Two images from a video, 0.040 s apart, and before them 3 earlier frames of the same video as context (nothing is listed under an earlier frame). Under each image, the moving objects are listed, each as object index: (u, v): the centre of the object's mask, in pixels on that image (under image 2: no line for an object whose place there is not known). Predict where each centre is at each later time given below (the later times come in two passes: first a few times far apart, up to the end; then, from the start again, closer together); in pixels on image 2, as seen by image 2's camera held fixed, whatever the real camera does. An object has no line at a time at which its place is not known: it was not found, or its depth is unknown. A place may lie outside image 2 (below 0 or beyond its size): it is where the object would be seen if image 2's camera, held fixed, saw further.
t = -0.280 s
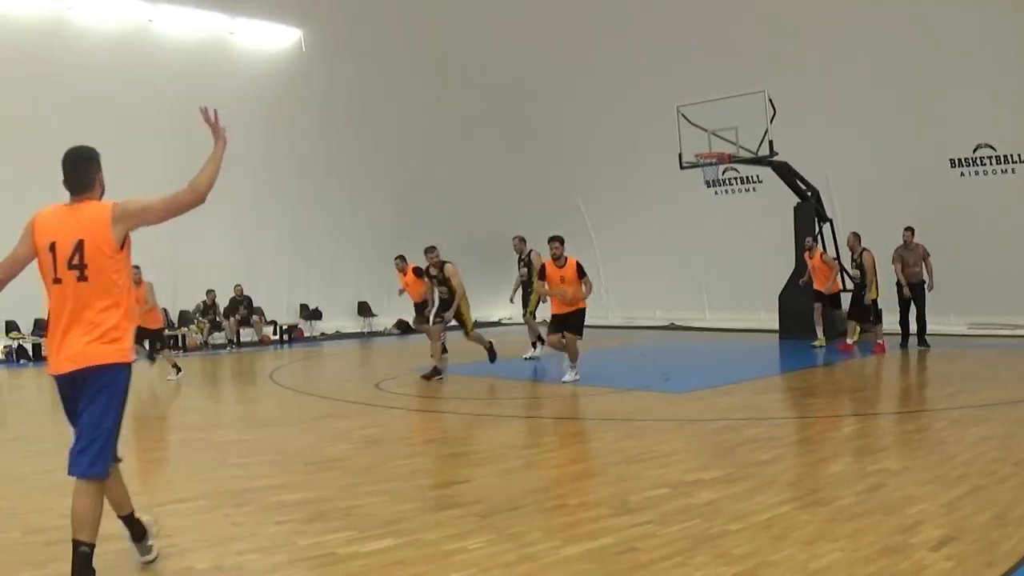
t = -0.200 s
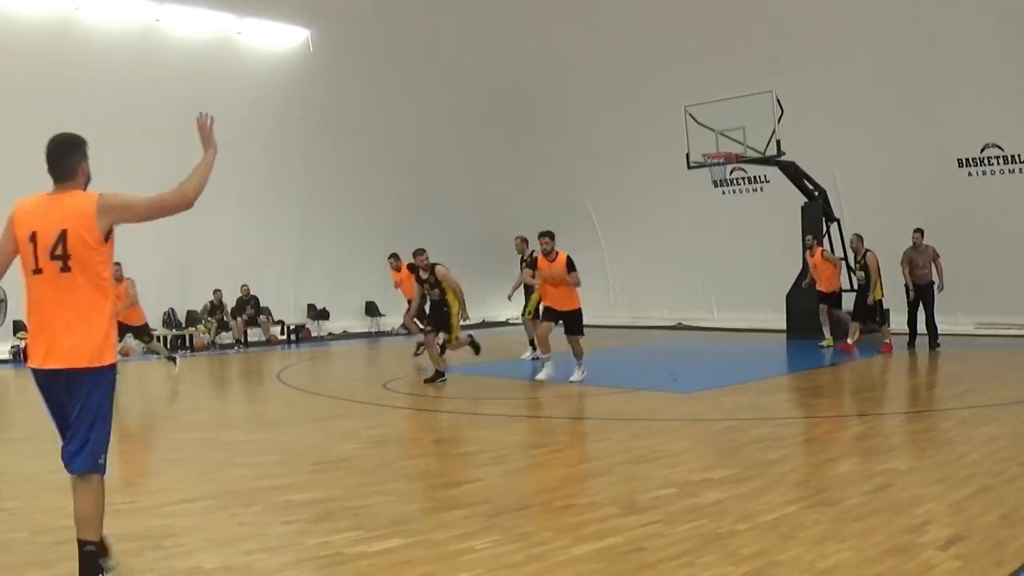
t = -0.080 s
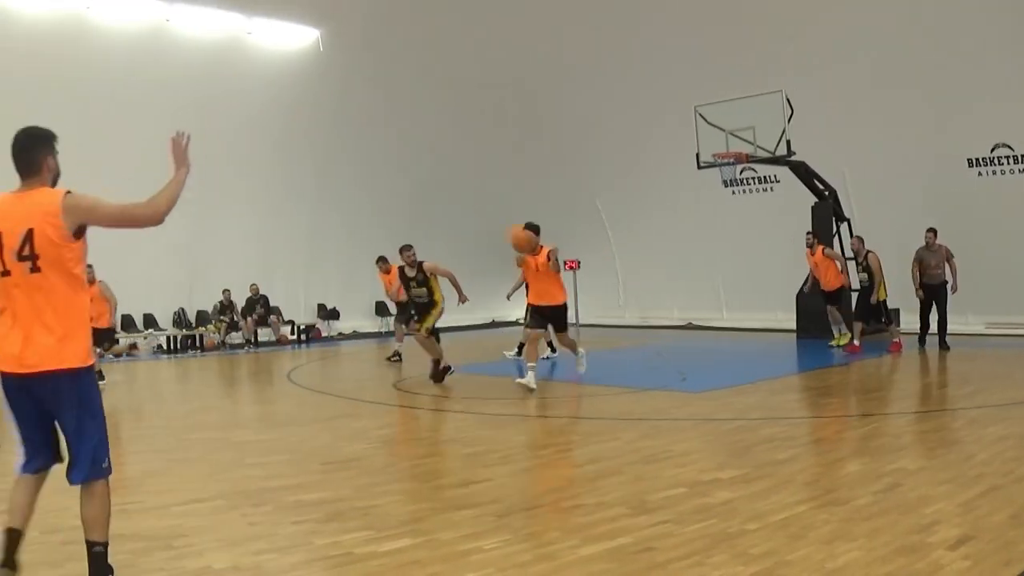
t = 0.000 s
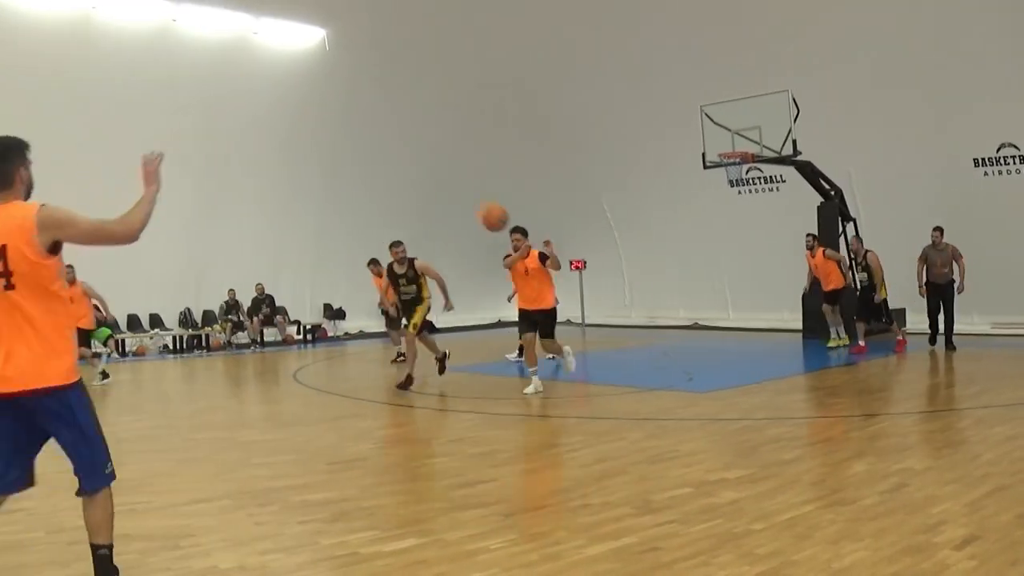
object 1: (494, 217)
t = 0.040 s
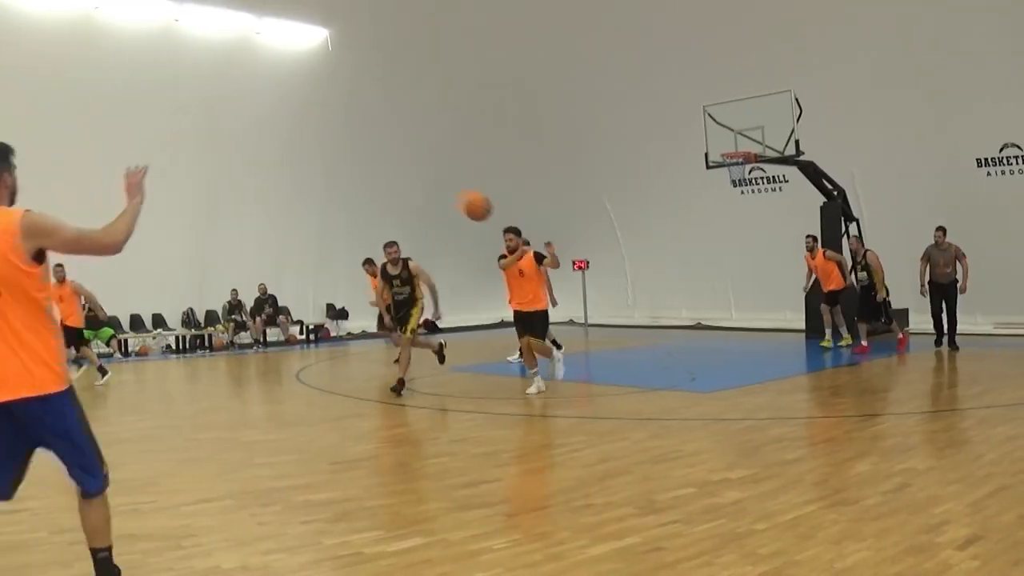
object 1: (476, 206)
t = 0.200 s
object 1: (375, 170)
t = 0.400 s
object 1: (160, 154)
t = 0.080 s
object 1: (455, 195)
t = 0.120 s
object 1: (431, 186)
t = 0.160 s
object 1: (405, 178)
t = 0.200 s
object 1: (375, 170)
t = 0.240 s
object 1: (342, 163)
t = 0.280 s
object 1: (306, 158)
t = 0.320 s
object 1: (265, 154)
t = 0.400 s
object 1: (160, 154)
